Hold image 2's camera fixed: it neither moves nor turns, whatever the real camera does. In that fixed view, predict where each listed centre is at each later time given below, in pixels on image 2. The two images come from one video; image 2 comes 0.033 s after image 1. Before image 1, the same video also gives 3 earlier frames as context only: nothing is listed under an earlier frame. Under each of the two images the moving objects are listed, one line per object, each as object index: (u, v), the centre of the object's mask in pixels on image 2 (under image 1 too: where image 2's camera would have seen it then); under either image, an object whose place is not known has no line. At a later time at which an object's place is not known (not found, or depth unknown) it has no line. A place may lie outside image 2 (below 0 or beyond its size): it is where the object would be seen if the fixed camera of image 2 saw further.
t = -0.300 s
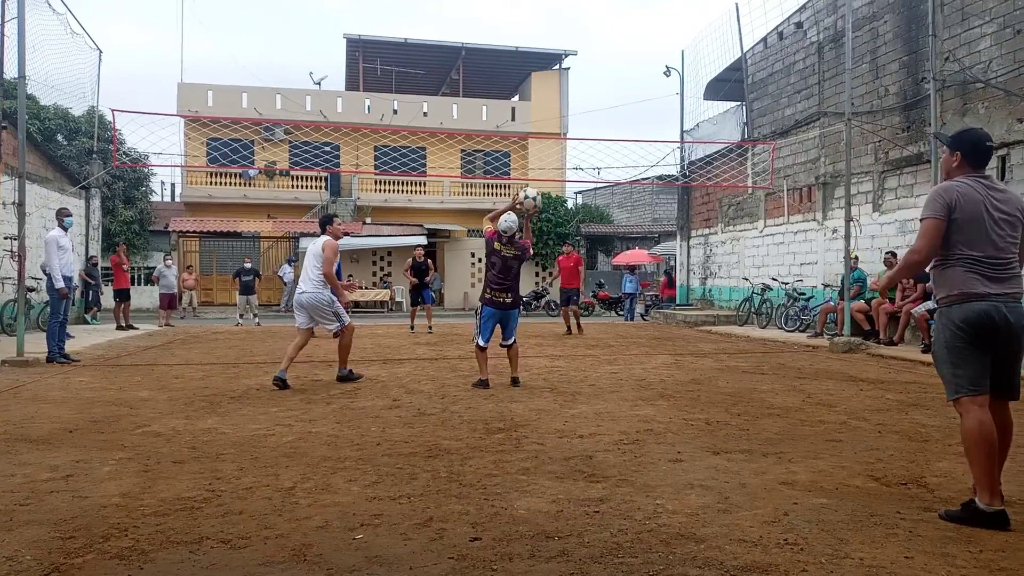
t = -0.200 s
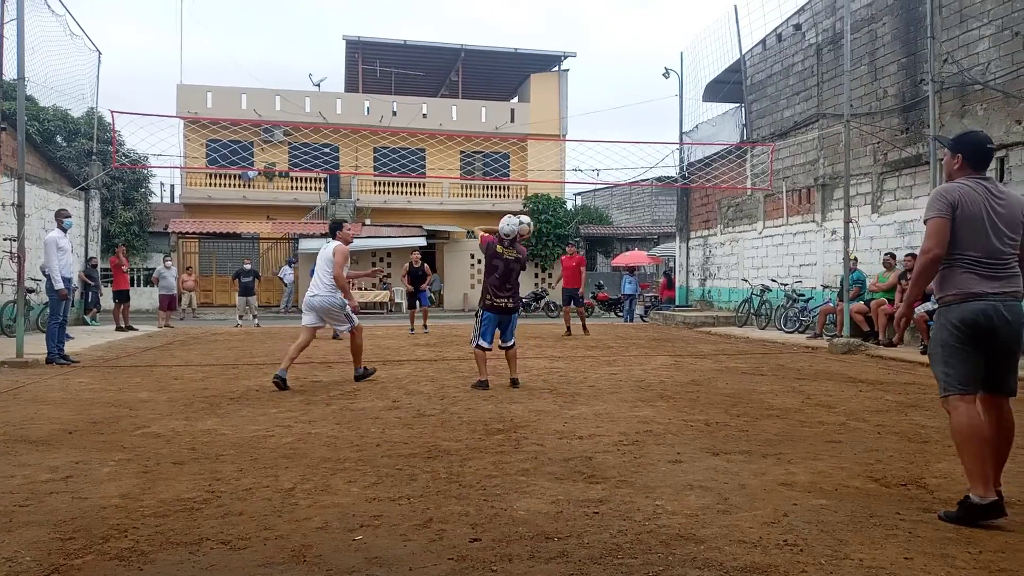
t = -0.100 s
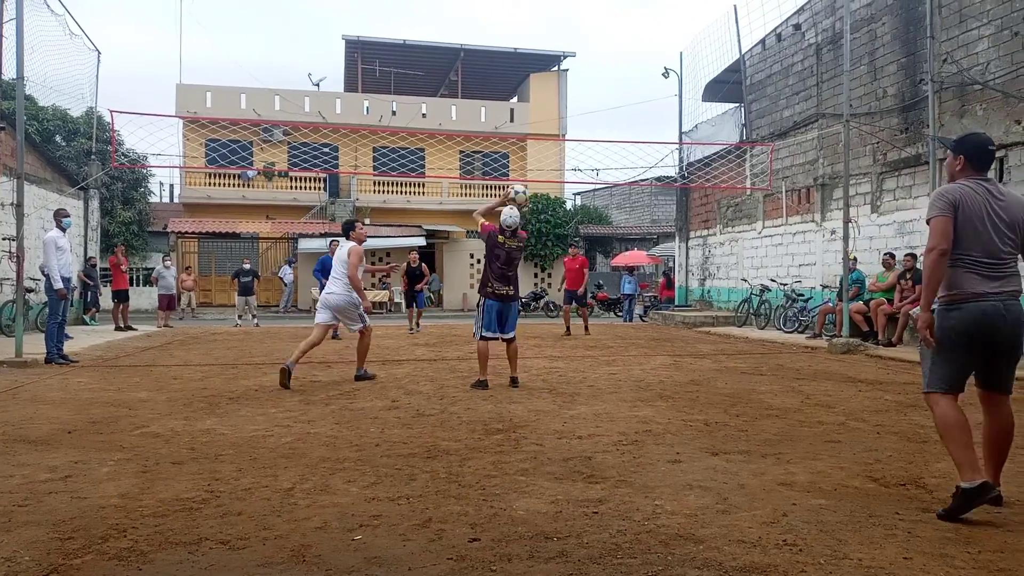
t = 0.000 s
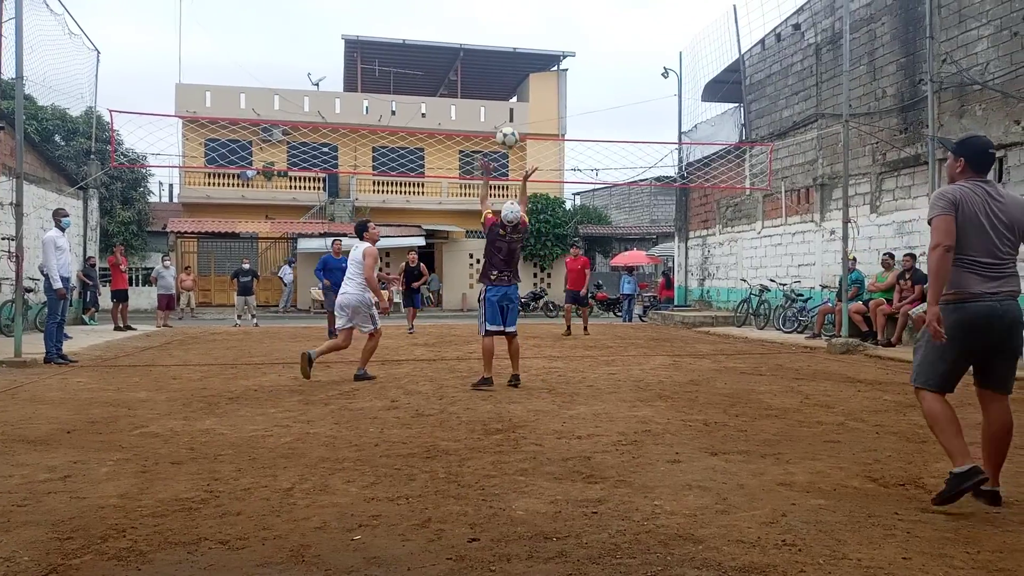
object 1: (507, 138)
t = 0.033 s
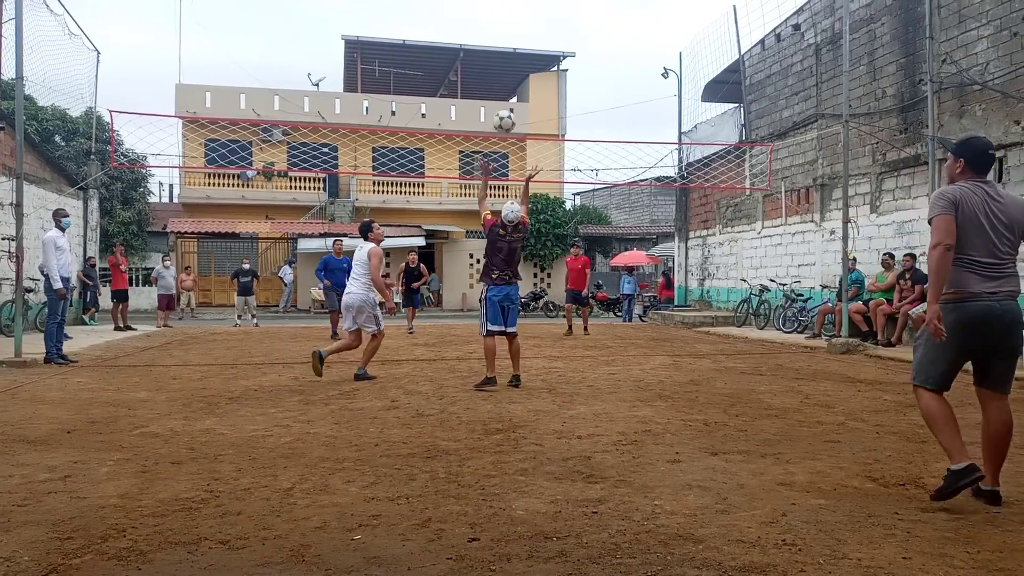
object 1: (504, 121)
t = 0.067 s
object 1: (501, 106)
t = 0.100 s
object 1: (498, 91)
